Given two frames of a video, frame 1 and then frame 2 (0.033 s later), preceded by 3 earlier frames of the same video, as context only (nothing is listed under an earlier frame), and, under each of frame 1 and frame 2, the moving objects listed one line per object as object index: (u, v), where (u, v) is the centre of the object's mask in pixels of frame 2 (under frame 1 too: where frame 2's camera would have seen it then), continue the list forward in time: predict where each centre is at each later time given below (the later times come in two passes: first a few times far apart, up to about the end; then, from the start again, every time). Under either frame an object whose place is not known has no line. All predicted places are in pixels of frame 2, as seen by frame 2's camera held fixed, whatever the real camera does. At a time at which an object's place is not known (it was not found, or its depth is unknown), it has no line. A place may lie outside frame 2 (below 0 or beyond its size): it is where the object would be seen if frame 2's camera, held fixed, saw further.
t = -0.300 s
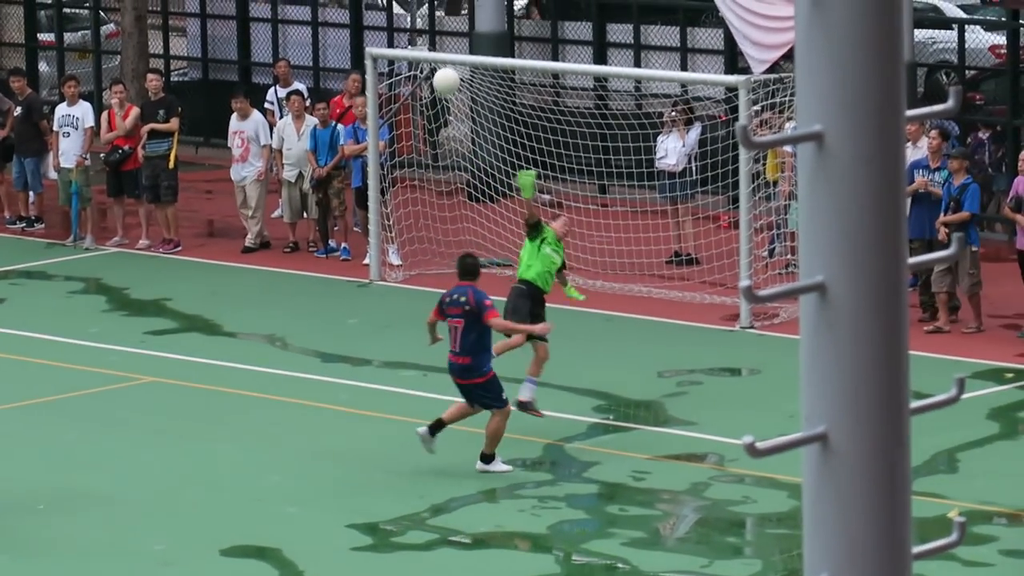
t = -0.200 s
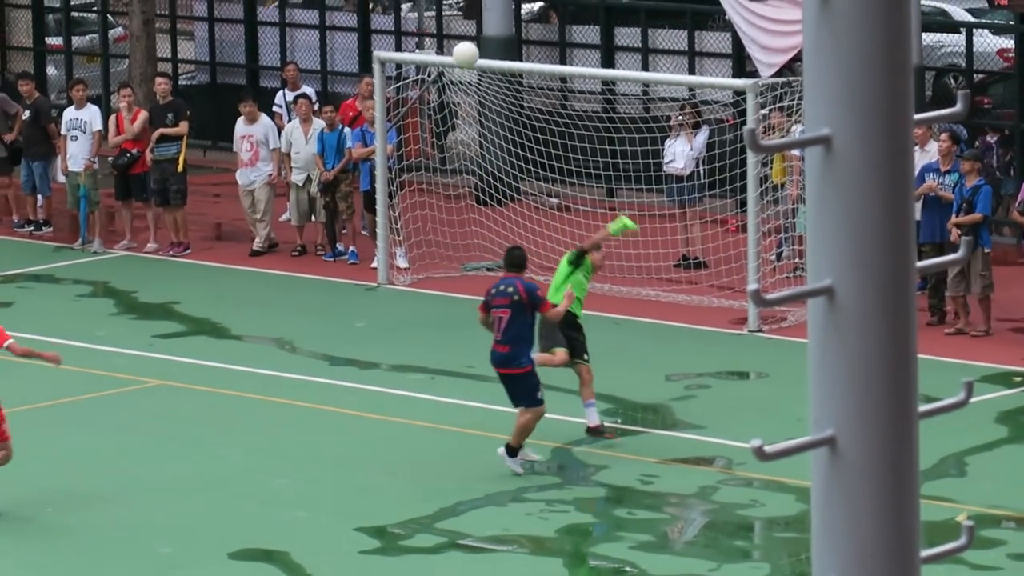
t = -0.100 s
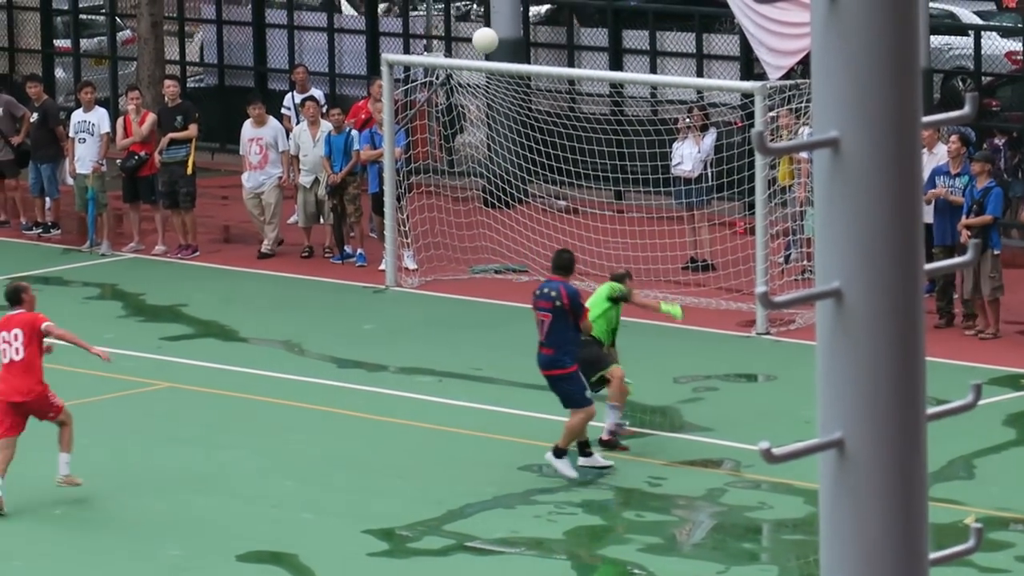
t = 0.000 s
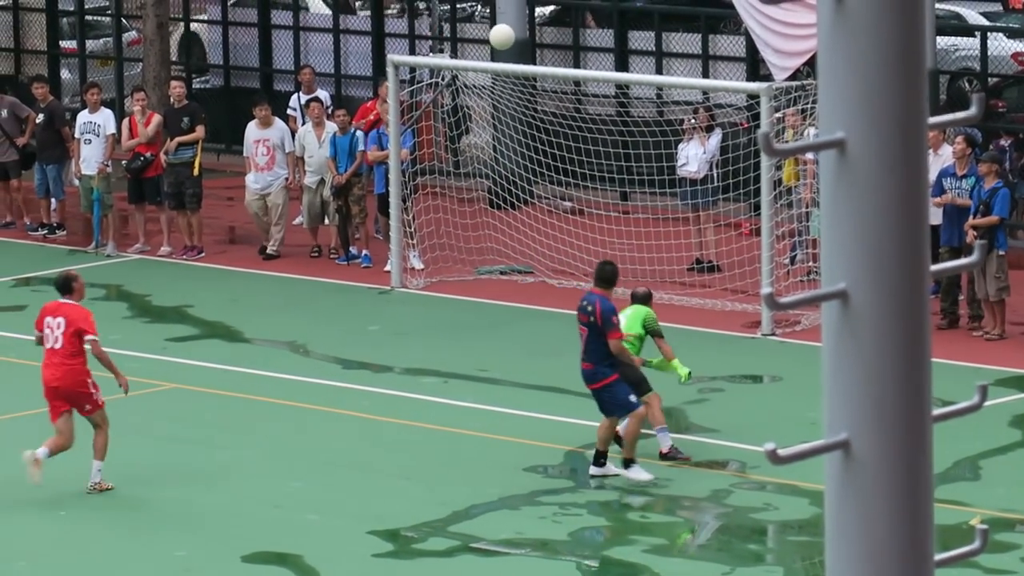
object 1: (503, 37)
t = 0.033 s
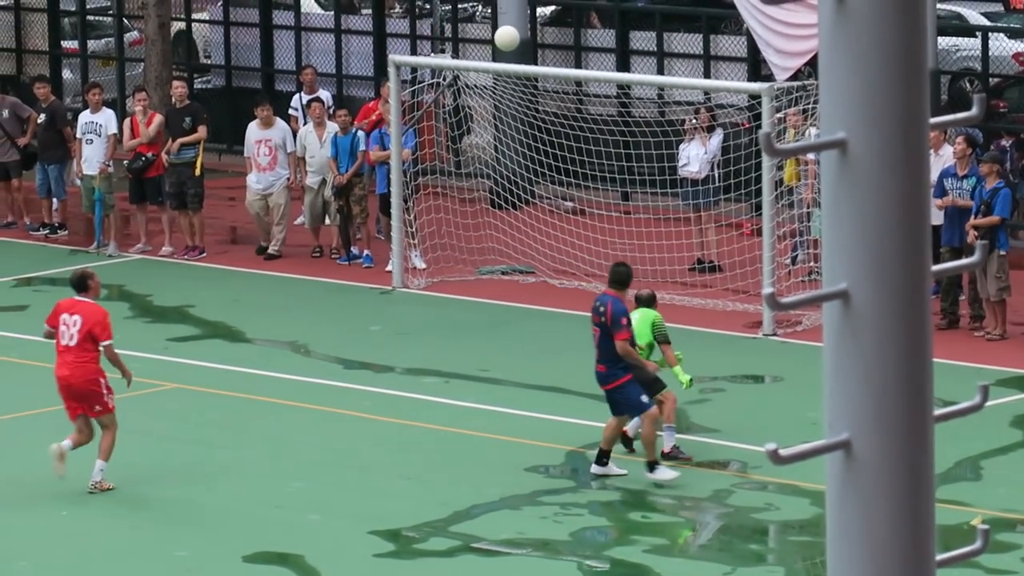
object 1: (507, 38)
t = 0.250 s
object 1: (530, 77)
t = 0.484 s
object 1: (551, 174)
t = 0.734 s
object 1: (569, 273)
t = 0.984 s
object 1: (571, 146)
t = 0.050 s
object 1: (508, 39)
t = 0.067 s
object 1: (510, 41)
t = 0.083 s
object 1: (512, 42)
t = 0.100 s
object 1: (514, 44)
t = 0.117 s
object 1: (516, 47)
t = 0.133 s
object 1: (517, 49)
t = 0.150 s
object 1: (519, 52)
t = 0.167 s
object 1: (521, 55)
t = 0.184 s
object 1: (522, 58)
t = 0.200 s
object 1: (524, 62)
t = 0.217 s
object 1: (526, 67)
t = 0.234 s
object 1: (527, 72)
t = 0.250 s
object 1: (530, 77)
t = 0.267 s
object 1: (531, 81)
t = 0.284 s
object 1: (533, 87)
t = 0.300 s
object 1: (534, 92)
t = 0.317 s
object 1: (536, 99)
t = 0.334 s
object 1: (537, 105)
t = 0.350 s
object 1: (539, 111)
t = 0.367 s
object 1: (541, 118)
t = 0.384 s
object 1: (542, 125)
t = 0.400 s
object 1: (544, 133)
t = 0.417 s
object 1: (545, 140)
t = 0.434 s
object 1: (547, 148)
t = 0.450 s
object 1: (549, 156)
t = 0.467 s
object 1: (550, 165)
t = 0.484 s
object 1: (551, 174)
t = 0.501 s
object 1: (553, 183)
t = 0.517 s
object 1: (555, 192)
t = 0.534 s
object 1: (556, 201)
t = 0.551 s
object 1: (558, 210)
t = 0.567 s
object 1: (559, 221)
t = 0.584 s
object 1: (561, 231)
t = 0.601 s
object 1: (562, 241)
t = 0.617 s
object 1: (563, 252)
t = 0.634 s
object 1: (565, 263)
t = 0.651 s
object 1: (566, 274)
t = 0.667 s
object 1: (568, 286)
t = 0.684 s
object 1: (569, 298)
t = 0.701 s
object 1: (570, 297)
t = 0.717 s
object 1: (569, 285)
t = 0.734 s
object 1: (569, 273)
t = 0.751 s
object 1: (569, 263)
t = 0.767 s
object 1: (569, 252)
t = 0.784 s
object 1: (570, 242)
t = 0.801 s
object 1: (569, 232)
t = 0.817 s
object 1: (570, 223)
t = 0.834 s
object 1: (570, 213)
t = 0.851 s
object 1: (570, 204)
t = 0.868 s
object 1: (570, 196)
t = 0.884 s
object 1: (570, 188)
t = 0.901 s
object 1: (571, 180)
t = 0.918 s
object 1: (571, 173)
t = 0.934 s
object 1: (571, 166)
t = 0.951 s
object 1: (571, 159)
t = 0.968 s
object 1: (571, 152)
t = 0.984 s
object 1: (571, 146)
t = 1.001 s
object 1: (571, 140)
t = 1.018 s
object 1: (570, 135)
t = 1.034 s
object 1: (570, 130)
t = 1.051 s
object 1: (569, 126)
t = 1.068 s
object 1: (568, 122)
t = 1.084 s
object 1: (568, 118)
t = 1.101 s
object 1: (567, 115)
